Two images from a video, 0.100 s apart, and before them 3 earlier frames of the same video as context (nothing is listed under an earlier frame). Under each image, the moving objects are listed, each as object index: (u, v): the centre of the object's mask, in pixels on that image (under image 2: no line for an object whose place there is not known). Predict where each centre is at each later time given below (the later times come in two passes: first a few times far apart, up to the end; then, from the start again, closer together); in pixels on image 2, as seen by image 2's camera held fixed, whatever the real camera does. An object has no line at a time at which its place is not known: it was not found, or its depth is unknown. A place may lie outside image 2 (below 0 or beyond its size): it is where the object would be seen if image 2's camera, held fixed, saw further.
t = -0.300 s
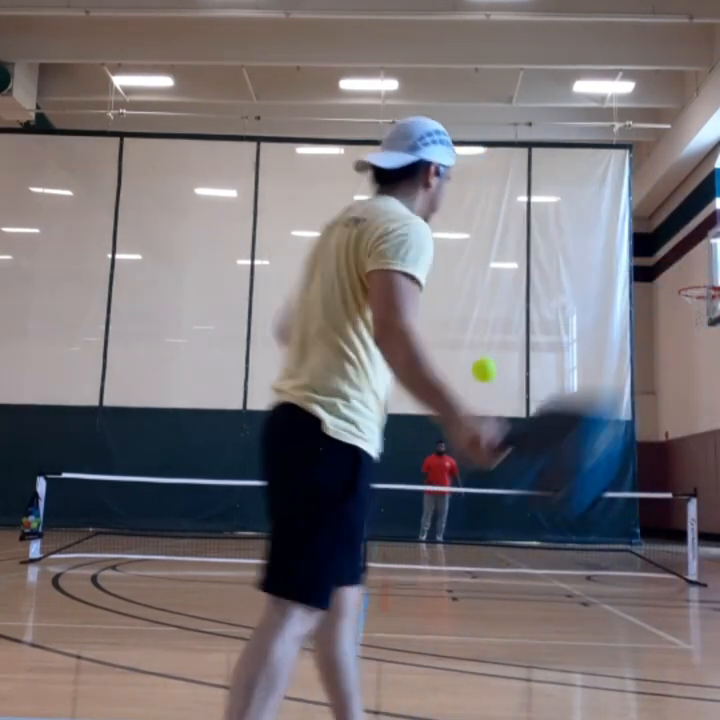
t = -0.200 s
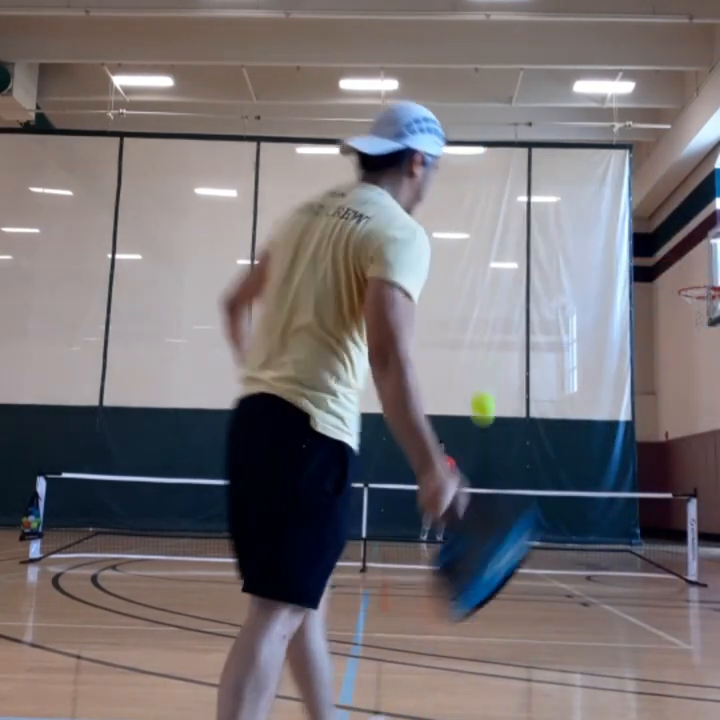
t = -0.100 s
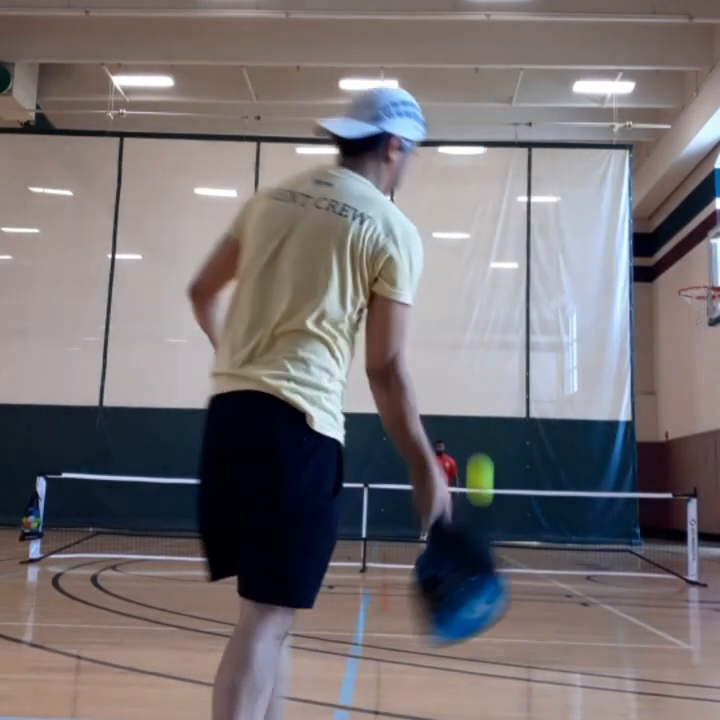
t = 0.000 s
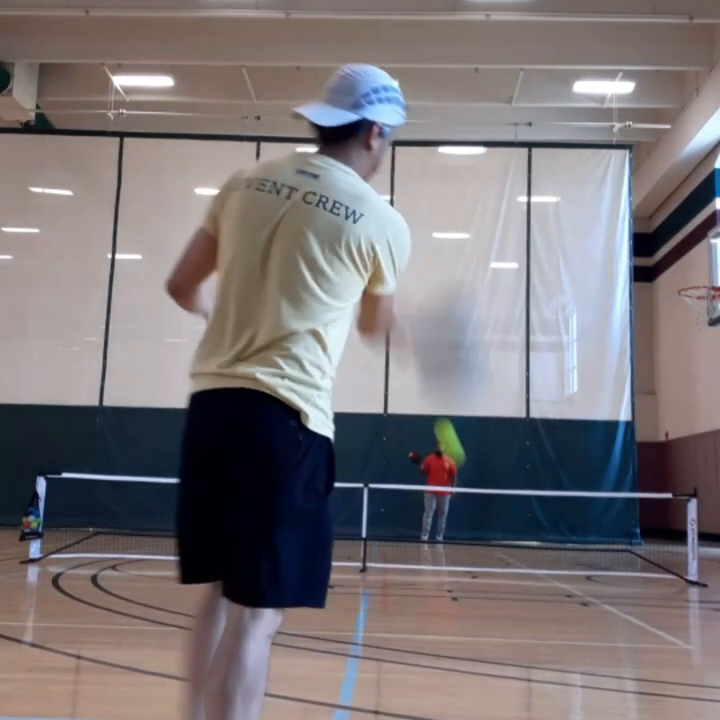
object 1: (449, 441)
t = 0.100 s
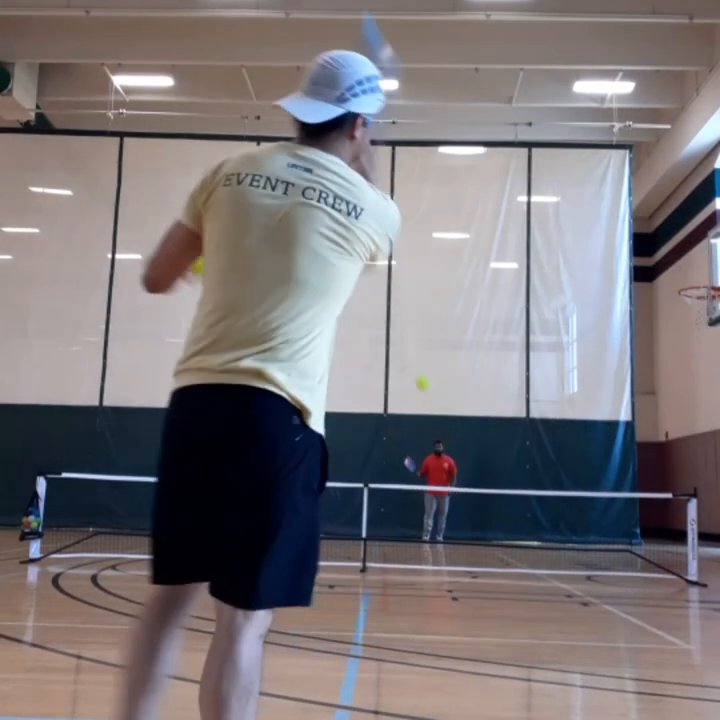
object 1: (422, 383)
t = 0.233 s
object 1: (405, 367)
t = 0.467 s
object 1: (392, 396)
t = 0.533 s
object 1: (388, 412)
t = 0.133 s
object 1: (417, 375)
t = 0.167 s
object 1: (412, 370)
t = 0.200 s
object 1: (408, 367)
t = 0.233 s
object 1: (405, 367)
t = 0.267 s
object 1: (403, 368)
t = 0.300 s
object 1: (400, 371)
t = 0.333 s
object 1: (398, 375)
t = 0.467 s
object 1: (392, 396)
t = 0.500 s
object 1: (389, 405)
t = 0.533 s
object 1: (388, 412)
